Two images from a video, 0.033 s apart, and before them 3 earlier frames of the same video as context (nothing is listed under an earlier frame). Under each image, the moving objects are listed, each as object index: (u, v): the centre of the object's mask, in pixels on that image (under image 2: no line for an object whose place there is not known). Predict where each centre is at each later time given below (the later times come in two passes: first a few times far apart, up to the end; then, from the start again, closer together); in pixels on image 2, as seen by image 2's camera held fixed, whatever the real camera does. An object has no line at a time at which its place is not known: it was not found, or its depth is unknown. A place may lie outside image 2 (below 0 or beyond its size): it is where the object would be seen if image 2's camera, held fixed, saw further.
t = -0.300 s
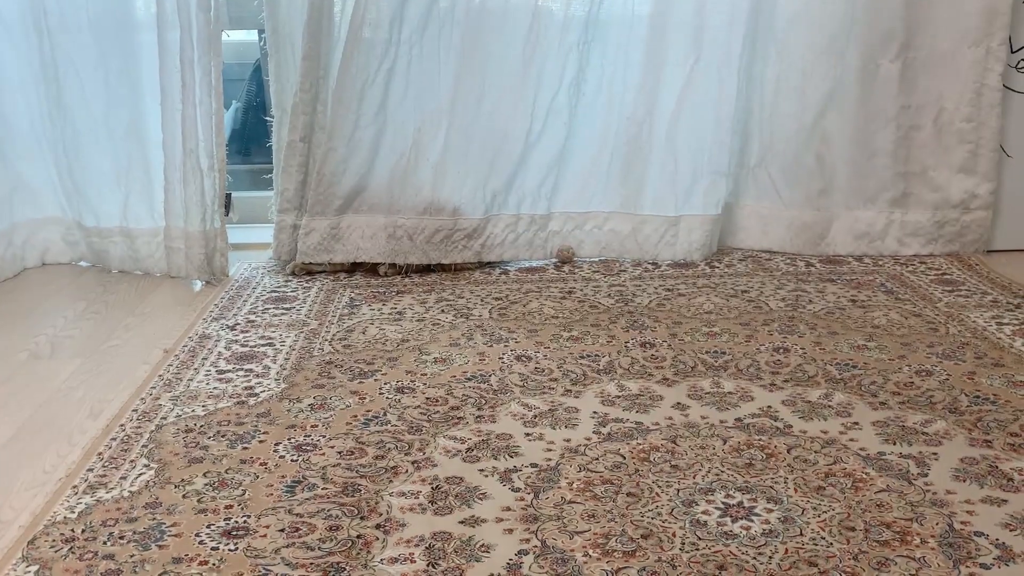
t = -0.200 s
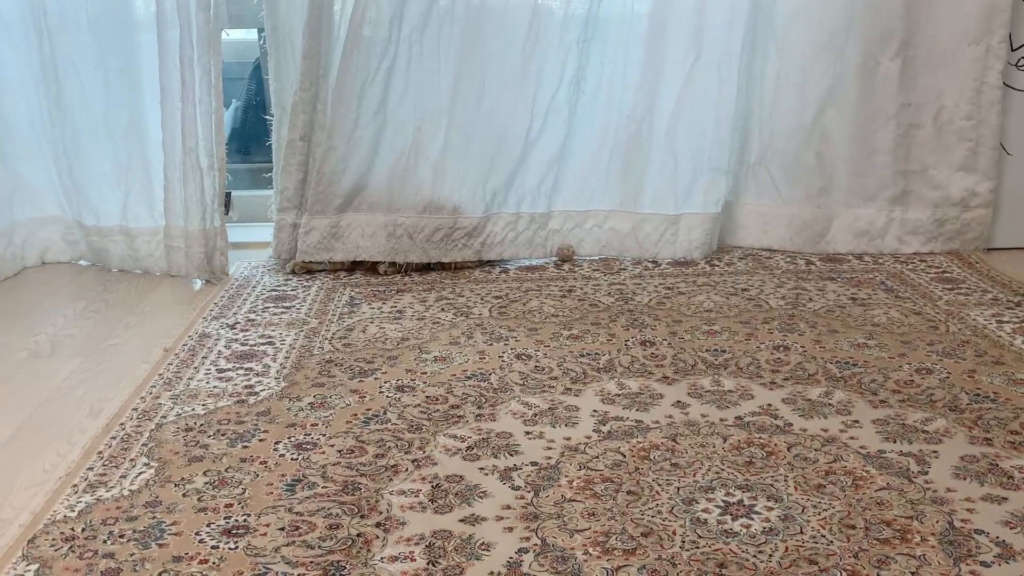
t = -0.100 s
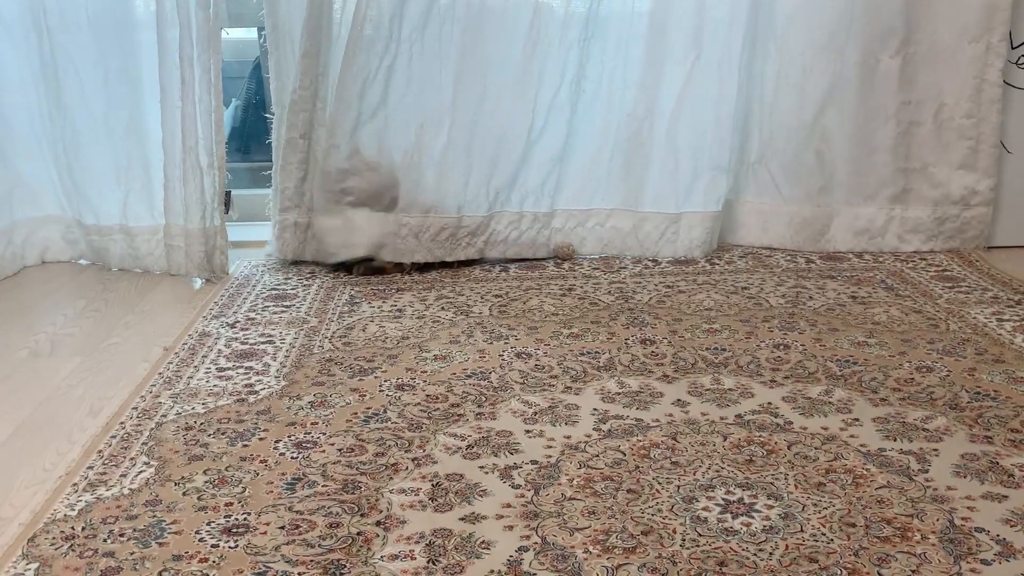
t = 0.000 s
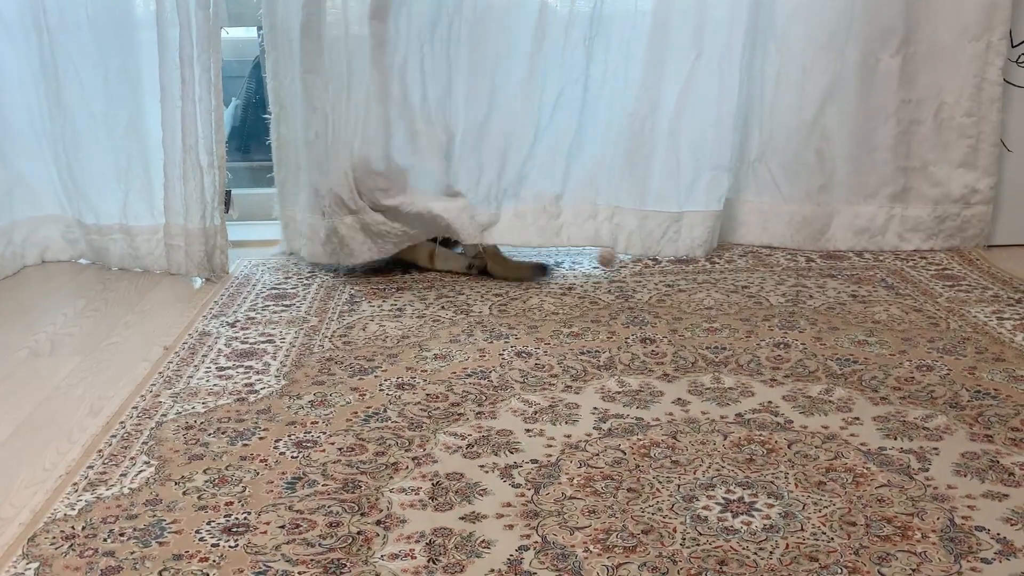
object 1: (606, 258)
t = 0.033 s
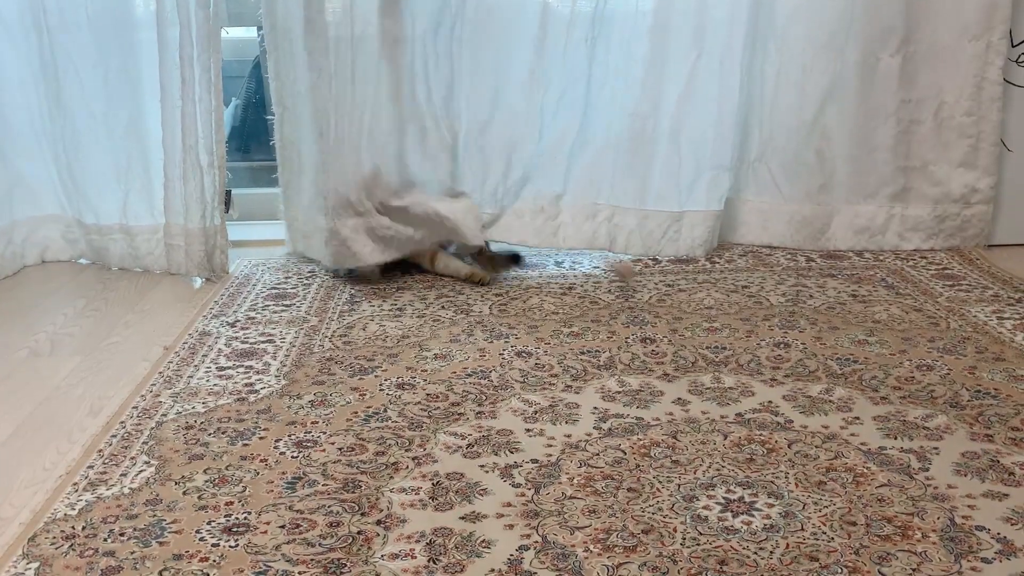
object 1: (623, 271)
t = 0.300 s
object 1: (780, 364)
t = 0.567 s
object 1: (1000, 476)
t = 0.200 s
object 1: (714, 330)
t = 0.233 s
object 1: (735, 341)
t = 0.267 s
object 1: (757, 353)
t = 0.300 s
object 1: (780, 364)
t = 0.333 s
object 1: (805, 374)
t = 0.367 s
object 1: (830, 389)
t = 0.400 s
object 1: (856, 399)
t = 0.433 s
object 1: (883, 412)
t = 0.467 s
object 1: (909, 429)
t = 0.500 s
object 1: (940, 438)
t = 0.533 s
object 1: (969, 455)
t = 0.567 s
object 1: (1000, 476)
